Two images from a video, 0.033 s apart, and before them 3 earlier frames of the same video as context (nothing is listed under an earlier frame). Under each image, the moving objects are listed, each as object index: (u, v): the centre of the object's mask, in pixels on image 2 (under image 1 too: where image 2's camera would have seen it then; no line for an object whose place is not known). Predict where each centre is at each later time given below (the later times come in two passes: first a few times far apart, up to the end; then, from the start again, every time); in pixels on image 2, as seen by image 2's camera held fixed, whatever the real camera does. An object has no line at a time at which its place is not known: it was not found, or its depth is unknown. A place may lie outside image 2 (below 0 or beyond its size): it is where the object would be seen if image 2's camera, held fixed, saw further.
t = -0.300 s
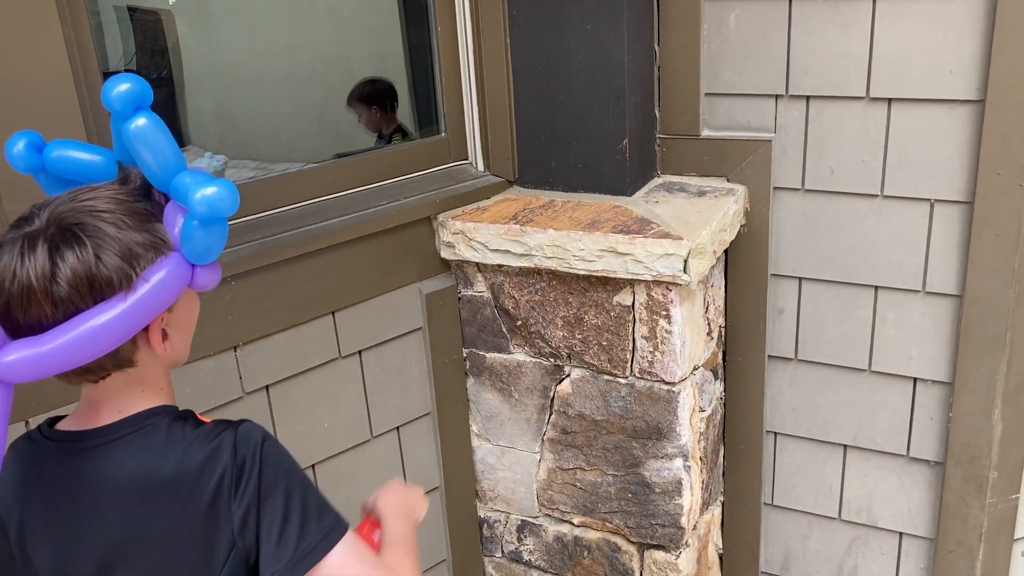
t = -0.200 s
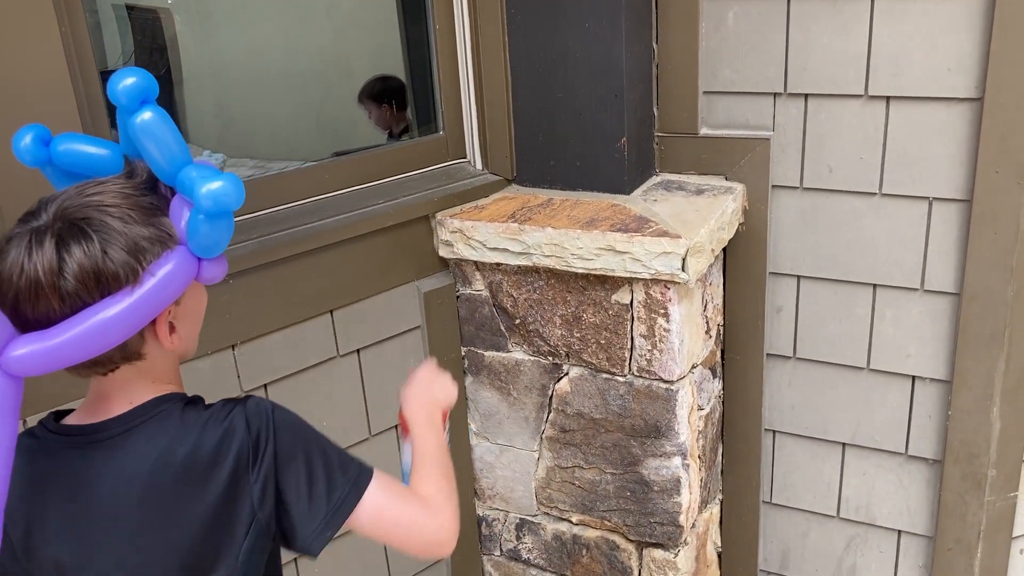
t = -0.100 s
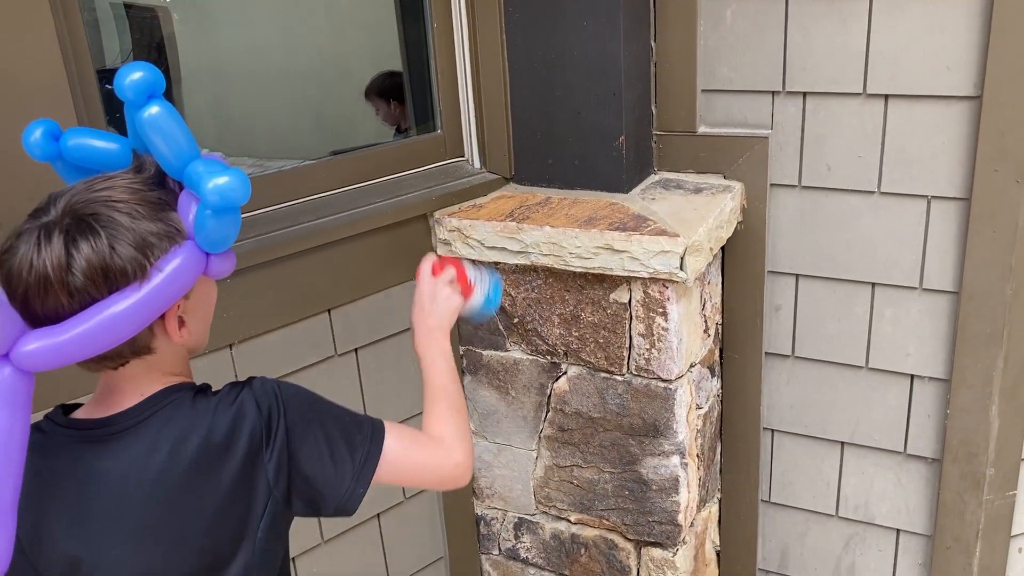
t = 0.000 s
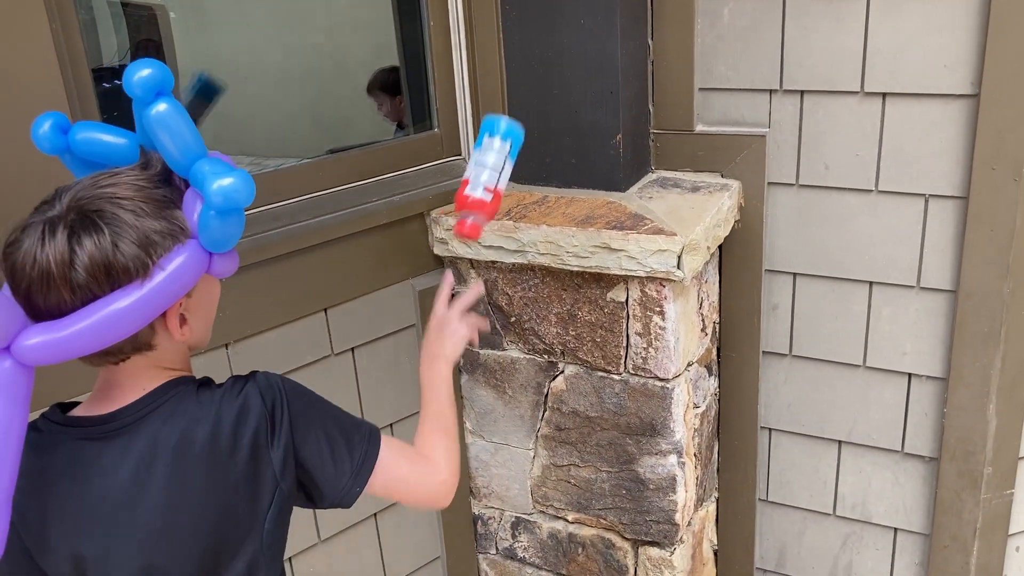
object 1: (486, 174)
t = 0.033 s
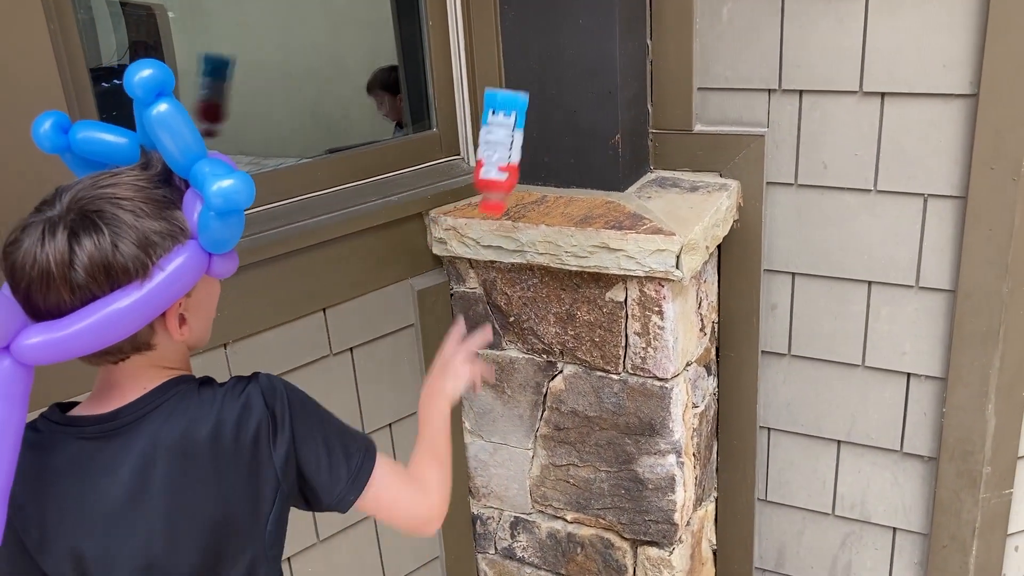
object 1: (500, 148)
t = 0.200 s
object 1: (558, 70)
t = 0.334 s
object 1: (589, 131)
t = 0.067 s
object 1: (514, 120)
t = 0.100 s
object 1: (527, 98)
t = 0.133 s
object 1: (538, 81)
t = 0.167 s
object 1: (547, 71)
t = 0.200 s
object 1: (558, 70)
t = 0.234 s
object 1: (568, 73)
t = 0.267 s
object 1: (577, 82)
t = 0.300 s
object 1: (583, 102)
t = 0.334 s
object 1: (589, 131)
